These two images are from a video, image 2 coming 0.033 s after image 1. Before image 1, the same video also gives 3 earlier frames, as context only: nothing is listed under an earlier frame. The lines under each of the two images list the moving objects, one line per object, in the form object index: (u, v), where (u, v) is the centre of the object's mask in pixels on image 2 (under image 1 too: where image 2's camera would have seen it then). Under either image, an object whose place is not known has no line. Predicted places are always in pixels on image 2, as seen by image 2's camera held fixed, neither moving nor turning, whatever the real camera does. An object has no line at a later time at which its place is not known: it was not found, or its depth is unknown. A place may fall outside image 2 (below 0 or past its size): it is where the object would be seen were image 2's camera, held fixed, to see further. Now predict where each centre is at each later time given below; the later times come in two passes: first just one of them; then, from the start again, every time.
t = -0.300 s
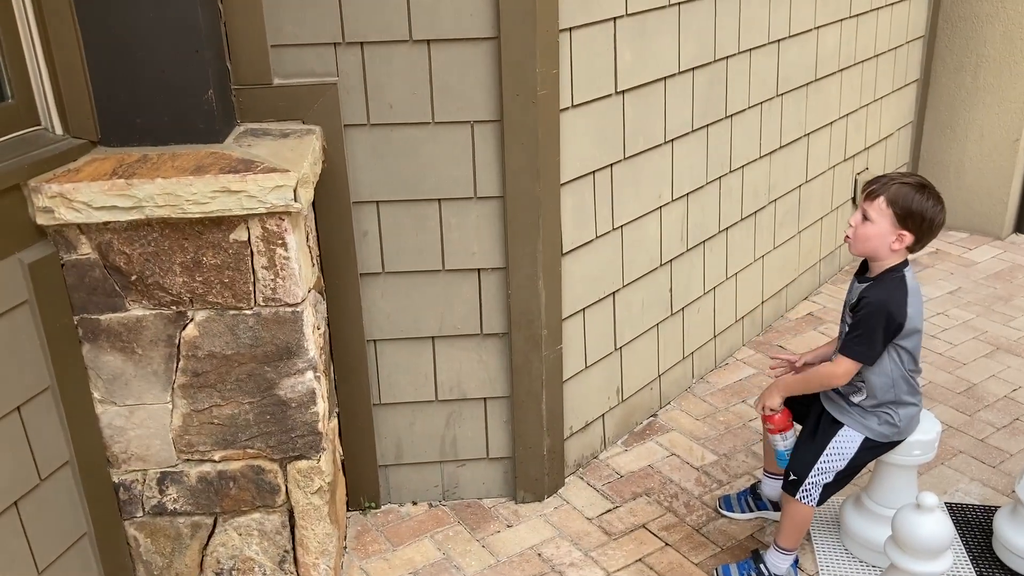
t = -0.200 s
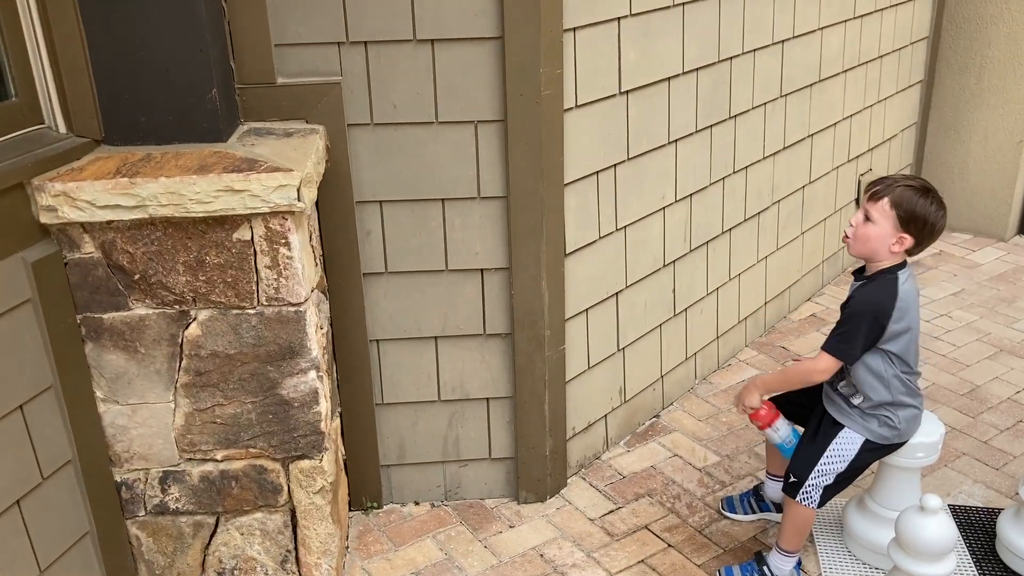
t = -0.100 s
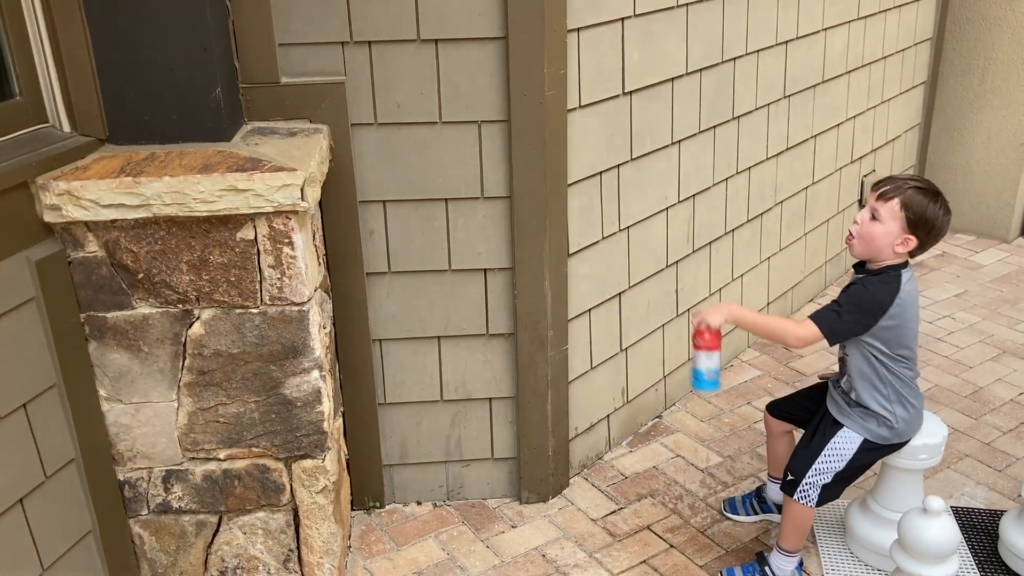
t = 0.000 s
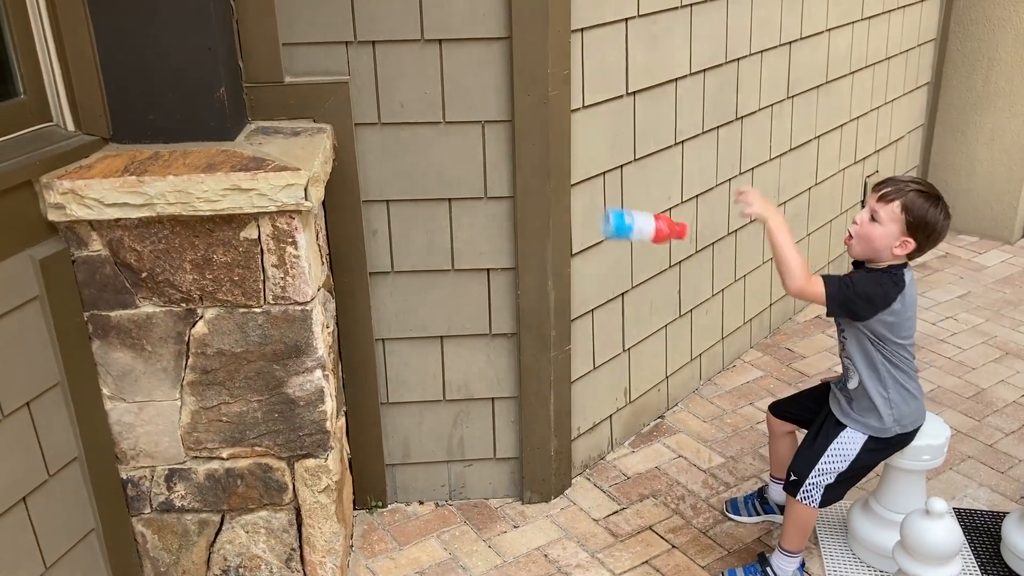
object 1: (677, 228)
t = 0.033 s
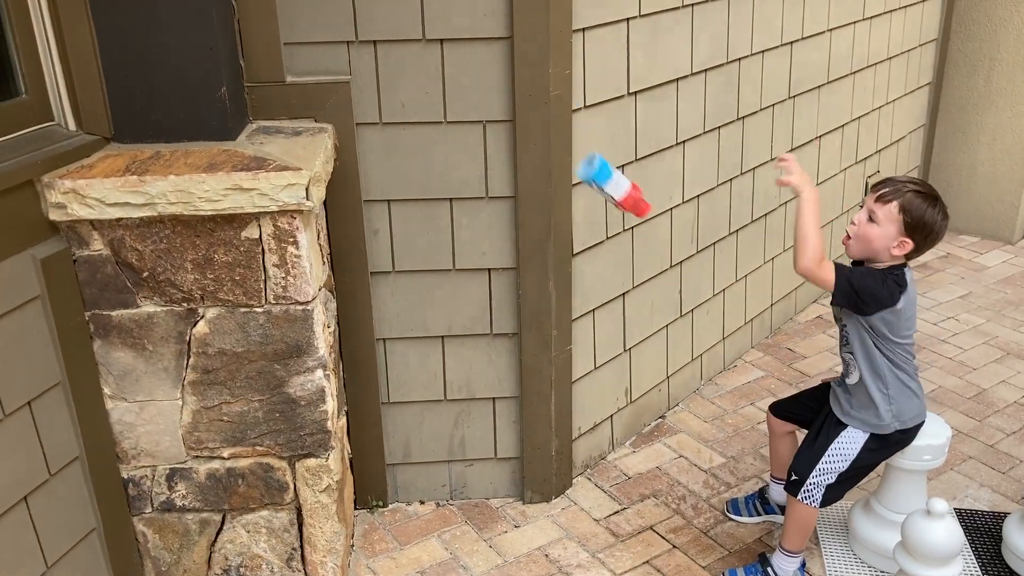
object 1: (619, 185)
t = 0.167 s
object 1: (487, 29)
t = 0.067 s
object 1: (582, 142)
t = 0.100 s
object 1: (551, 101)
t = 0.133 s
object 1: (519, 62)
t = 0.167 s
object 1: (487, 29)
